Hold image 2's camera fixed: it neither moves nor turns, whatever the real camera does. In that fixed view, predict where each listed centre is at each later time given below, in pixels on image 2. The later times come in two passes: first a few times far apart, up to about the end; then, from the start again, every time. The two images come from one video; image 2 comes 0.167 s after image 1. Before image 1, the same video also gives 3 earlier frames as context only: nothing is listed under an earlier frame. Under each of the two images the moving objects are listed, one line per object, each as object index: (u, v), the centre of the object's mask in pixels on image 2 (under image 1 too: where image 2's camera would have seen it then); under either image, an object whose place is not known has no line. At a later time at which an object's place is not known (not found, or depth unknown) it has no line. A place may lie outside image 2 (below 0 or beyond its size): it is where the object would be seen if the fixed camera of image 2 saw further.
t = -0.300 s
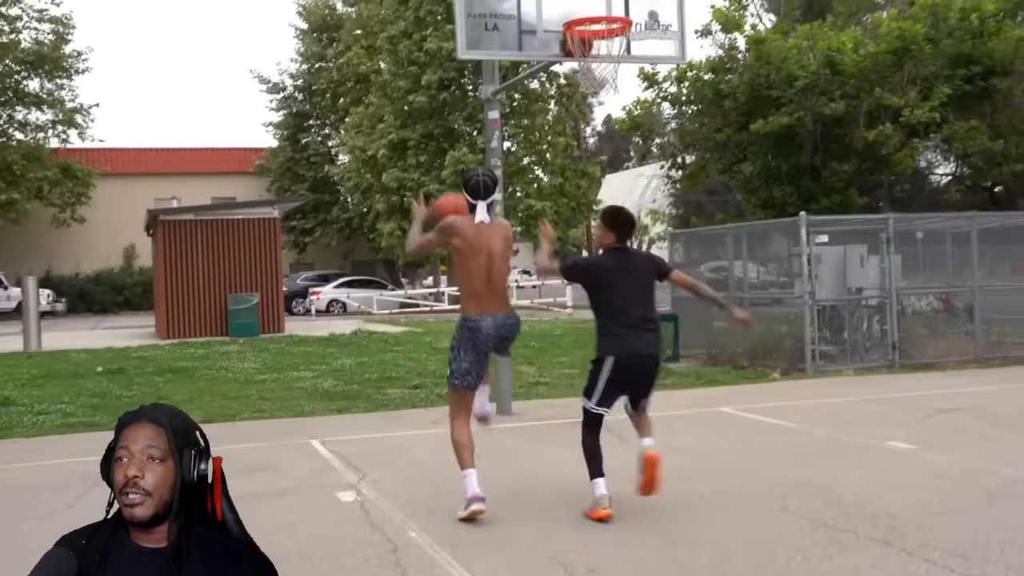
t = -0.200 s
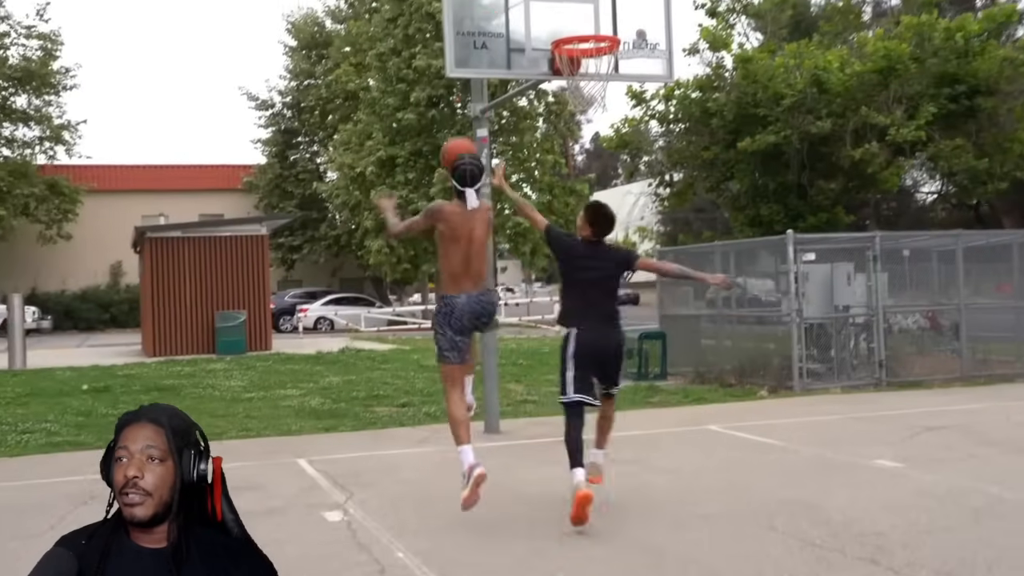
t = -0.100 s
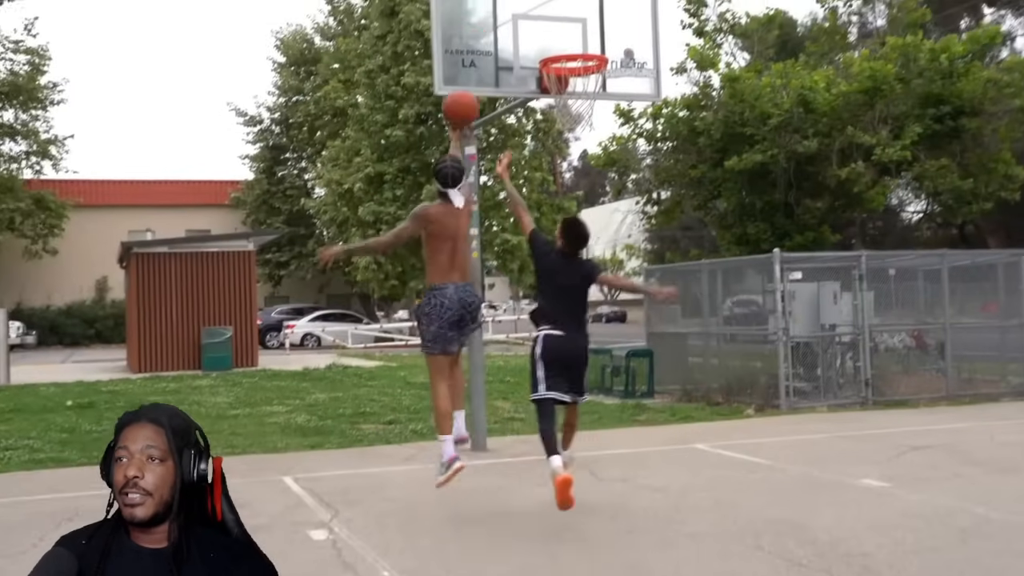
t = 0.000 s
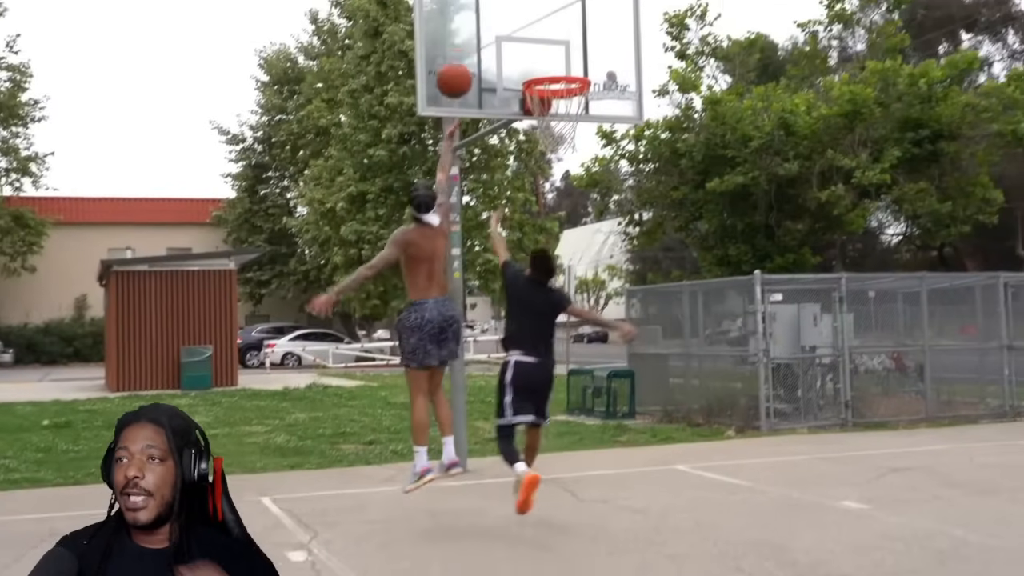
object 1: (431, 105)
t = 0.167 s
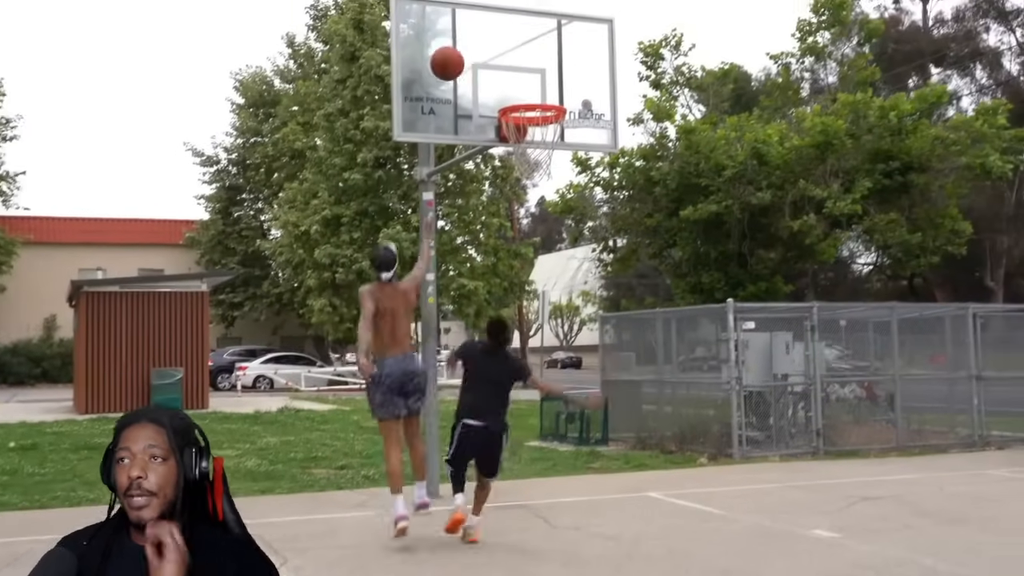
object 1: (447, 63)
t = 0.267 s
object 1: (456, 58)
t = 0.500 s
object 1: (496, 75)
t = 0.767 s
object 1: (552, 95)
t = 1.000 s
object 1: (541, 89)
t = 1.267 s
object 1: (525, 100)
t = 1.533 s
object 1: (522, 158)
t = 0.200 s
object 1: (450, 60)
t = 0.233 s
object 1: (453, 58)
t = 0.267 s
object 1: (456, 58)
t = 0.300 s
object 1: (460, 58)
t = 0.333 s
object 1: (466, 57)
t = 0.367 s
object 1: (472, 58)
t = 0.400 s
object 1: (478, 60)
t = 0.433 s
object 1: (484, 63)
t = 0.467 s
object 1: (490, 69)
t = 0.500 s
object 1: (496, 75)
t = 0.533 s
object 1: (502, 83)
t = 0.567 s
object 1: (508, 92)
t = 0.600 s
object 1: (515, 92)
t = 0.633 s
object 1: (522, 91)
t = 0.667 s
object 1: (529, 90)
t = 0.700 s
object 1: (536, 91)
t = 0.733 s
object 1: (545, 93)
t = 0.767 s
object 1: (552, 95)
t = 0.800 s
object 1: (551, 93)
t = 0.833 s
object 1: (549, 90)
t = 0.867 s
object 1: (547, 87)
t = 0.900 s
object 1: (546, 85)
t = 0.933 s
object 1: (544, 85)
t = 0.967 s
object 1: (543, 87)
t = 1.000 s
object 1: (541, 89)
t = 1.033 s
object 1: (539, 92)
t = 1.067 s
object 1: (538, 95)
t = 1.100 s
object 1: (537, 97)
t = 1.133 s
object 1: (534, 96)
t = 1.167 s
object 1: (532, 96)
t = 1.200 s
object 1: (529, 96)
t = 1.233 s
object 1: (527, 98)
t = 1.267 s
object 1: (525, 100)
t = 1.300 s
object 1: (522, 102)
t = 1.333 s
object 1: (519, 128)
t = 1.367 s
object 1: (518, 132)
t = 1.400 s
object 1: (517, 136)
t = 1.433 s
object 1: (519, 143)
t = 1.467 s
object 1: (518, 146)
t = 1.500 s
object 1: (521, 153)
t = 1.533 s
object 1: (522, 158)
